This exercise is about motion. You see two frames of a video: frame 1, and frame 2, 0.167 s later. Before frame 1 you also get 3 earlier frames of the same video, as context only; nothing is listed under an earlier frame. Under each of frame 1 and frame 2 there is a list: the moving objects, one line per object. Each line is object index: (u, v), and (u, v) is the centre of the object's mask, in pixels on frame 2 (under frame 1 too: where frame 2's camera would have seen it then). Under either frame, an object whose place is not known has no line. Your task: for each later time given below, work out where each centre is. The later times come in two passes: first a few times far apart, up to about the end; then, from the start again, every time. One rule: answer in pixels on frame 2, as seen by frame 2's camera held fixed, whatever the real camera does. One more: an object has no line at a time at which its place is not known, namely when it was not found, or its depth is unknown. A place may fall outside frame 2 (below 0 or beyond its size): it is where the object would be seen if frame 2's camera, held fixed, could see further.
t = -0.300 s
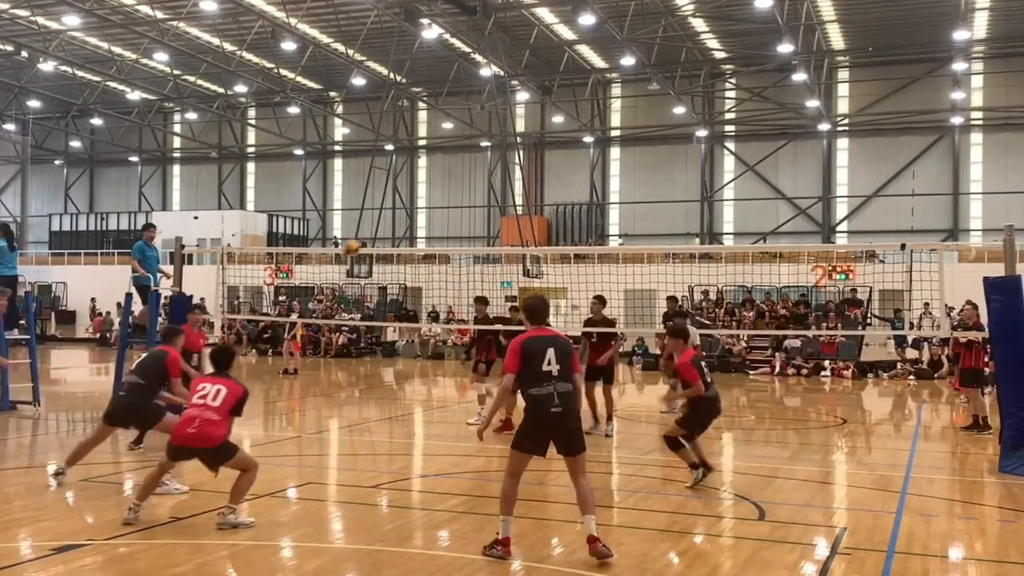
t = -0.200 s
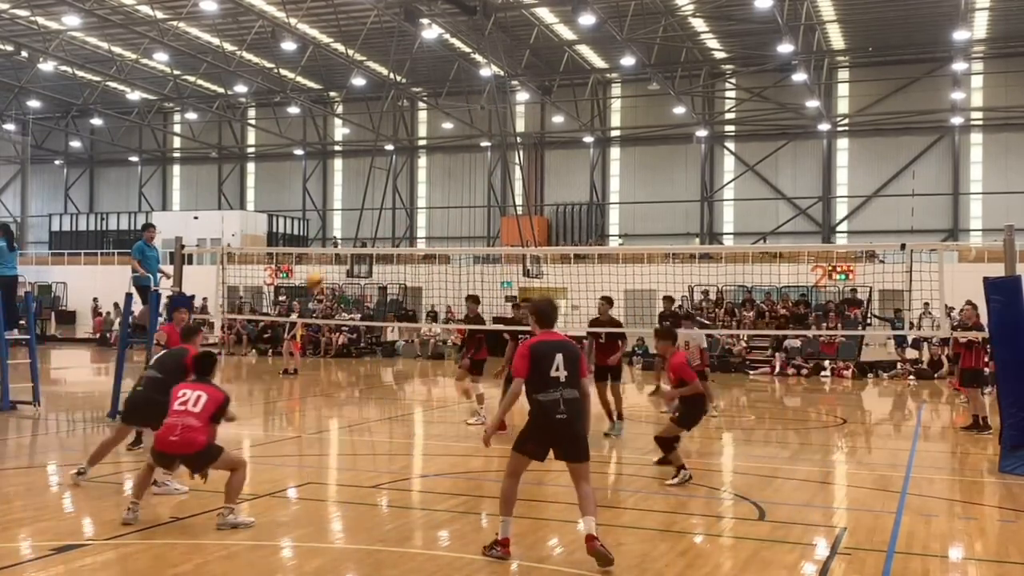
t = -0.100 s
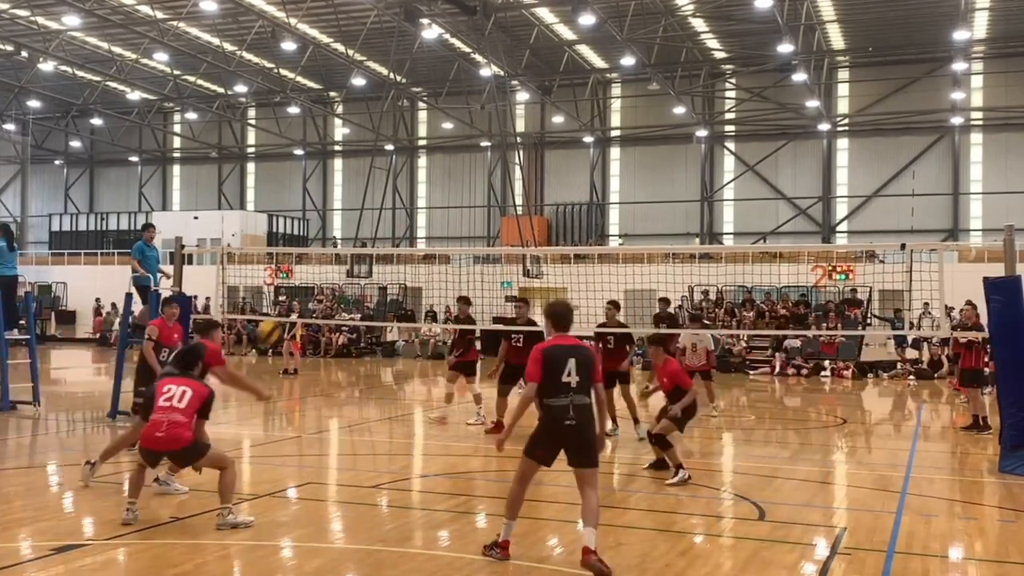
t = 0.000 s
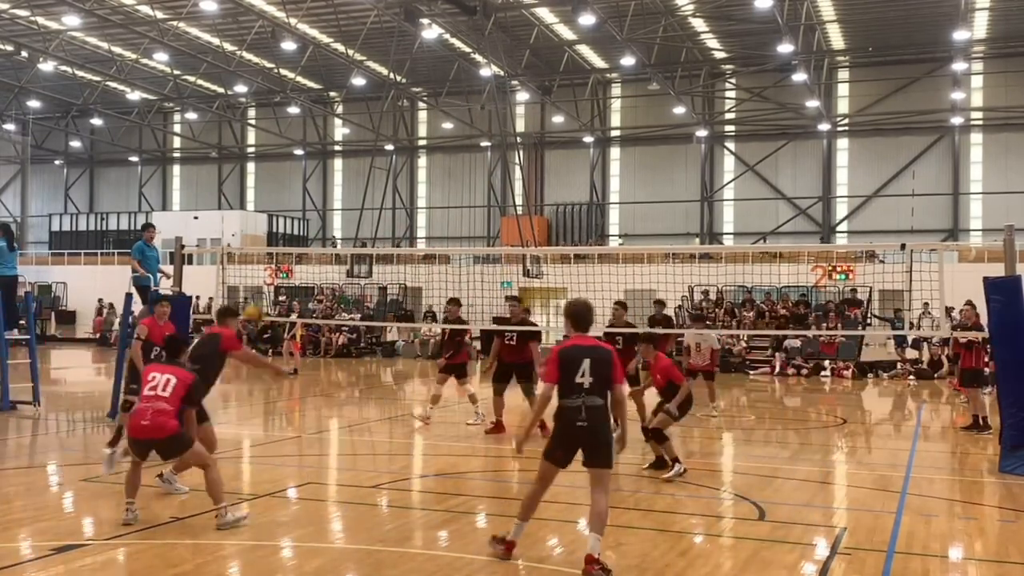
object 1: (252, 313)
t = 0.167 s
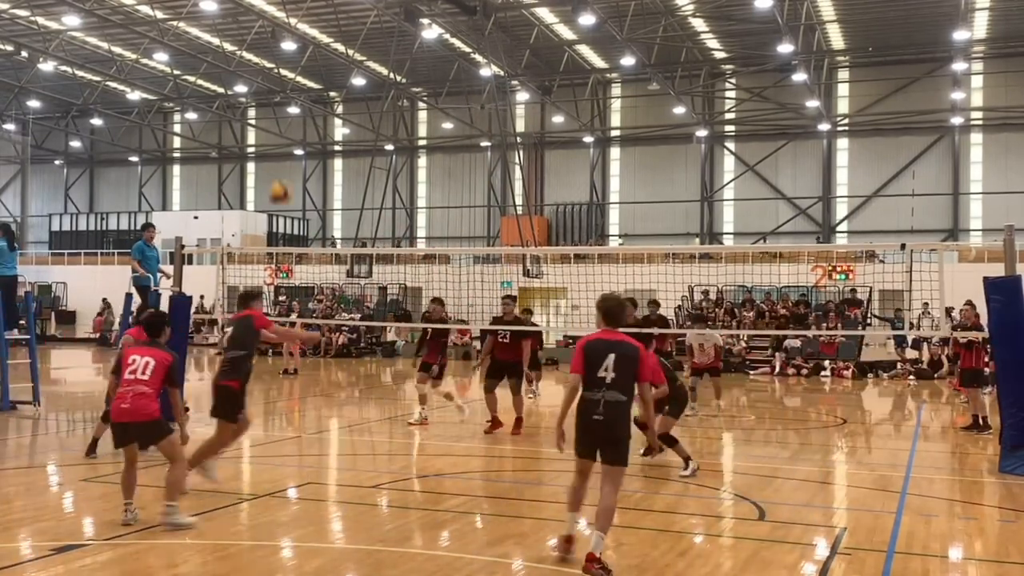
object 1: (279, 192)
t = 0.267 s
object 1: (295, 134)
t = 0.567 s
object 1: (331, 24)
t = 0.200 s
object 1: (285, 174)
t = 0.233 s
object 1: (289, 154)
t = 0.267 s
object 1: (295, 134)
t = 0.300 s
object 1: (298, 121)
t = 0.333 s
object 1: (302, 100)
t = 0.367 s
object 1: (306, 88)
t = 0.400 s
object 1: (311, 73)
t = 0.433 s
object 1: (316, 61)
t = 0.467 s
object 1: (318, 53)
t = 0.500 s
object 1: (323, 42)
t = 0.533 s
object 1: (326, 33)
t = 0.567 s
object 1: (331, 24)
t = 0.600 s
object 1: (334, 18)
